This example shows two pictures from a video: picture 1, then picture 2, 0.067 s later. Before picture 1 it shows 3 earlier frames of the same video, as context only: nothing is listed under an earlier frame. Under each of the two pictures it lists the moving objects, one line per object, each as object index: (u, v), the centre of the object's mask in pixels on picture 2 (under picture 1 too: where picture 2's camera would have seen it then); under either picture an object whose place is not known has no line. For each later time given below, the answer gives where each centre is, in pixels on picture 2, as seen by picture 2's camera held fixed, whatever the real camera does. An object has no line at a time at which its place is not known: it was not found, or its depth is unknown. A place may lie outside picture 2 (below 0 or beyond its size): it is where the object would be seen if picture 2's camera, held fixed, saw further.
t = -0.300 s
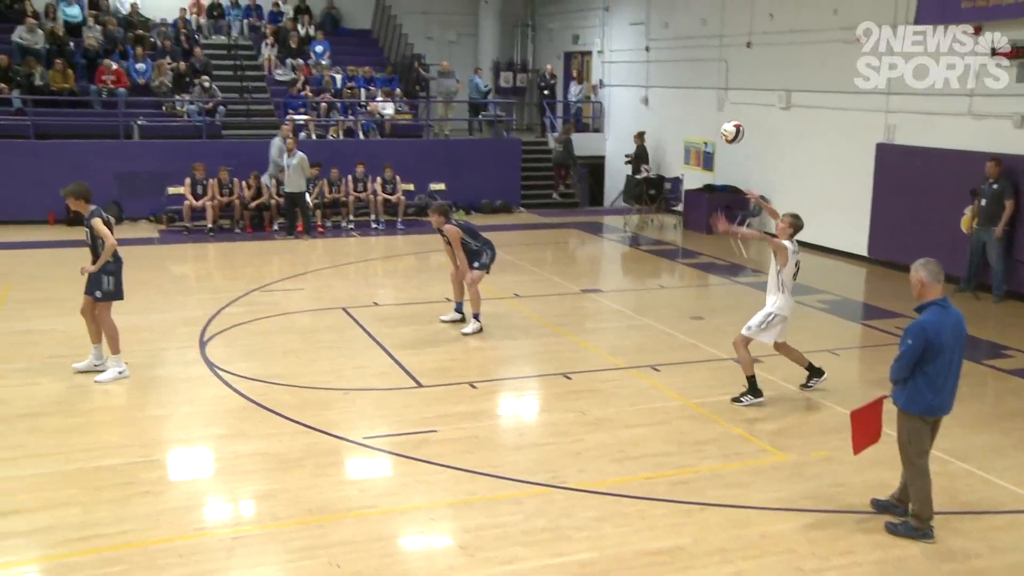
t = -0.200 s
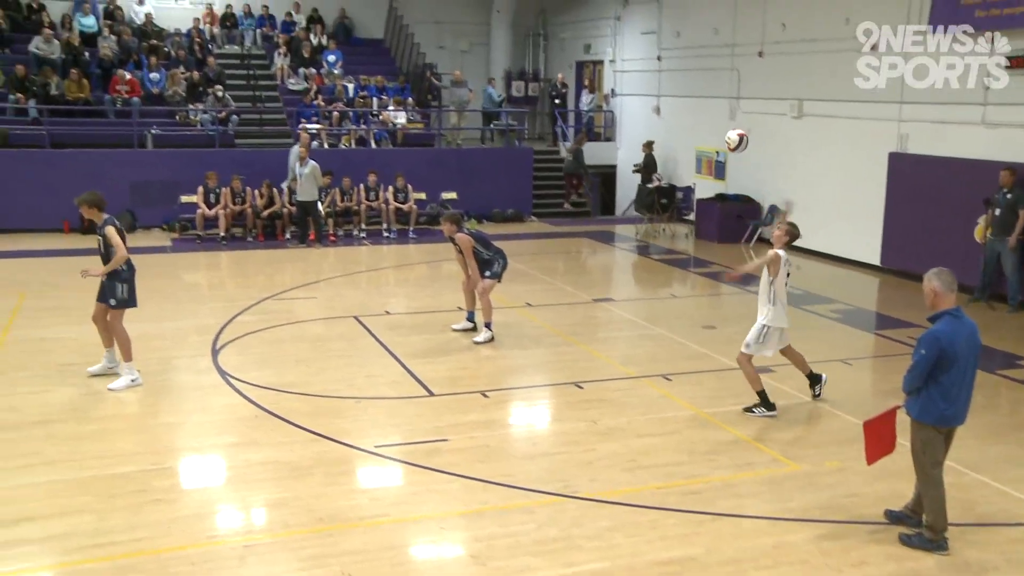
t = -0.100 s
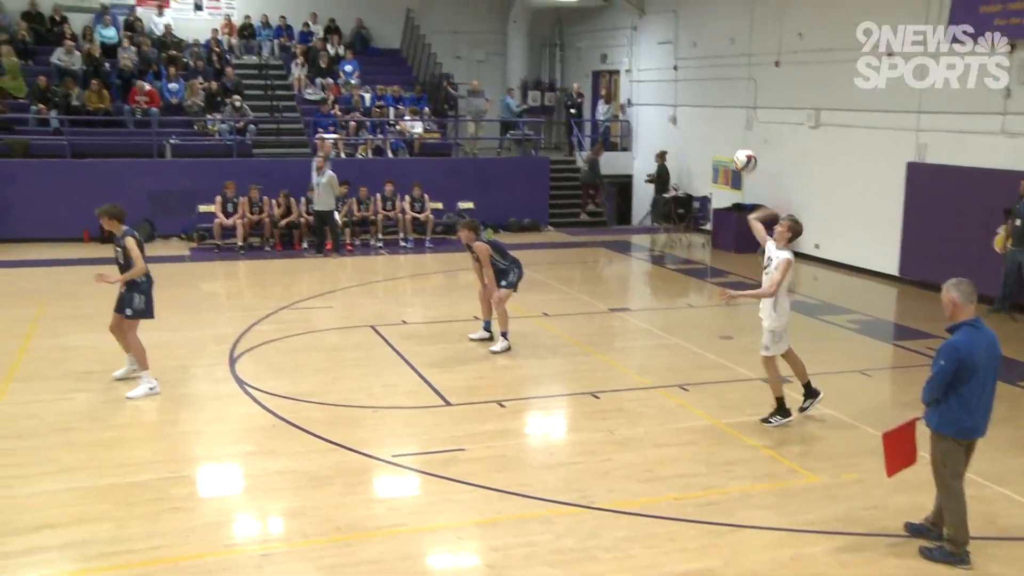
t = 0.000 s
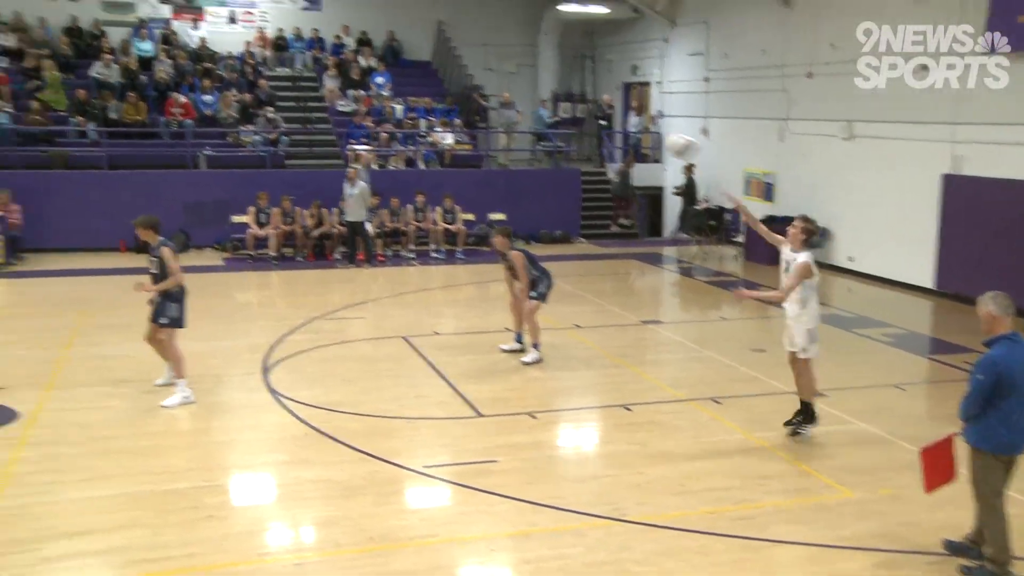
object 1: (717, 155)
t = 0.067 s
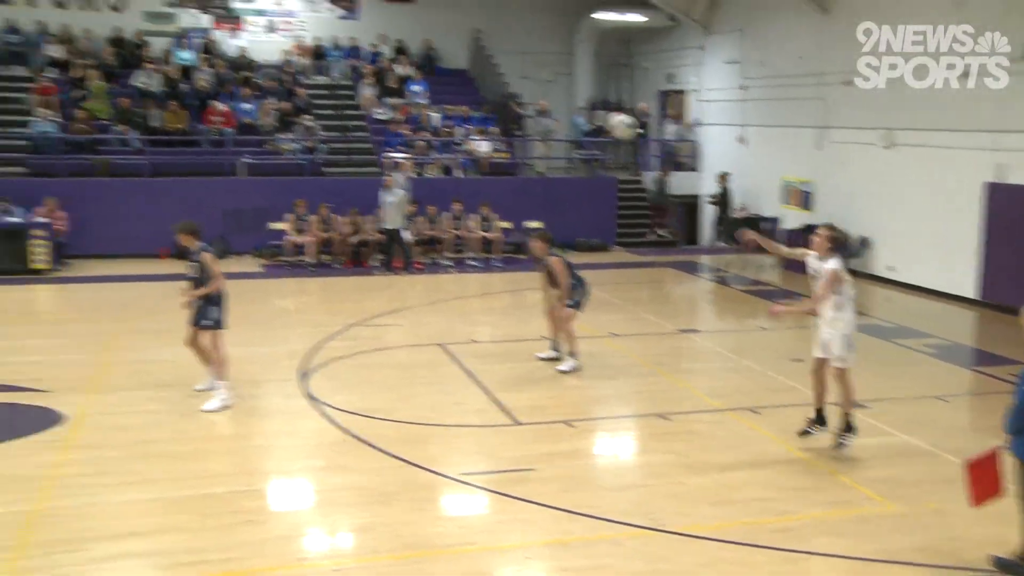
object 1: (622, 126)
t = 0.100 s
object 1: (573, 114)
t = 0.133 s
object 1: (523, 102)
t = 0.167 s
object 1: (472, 92)
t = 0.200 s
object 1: (423, 84)
